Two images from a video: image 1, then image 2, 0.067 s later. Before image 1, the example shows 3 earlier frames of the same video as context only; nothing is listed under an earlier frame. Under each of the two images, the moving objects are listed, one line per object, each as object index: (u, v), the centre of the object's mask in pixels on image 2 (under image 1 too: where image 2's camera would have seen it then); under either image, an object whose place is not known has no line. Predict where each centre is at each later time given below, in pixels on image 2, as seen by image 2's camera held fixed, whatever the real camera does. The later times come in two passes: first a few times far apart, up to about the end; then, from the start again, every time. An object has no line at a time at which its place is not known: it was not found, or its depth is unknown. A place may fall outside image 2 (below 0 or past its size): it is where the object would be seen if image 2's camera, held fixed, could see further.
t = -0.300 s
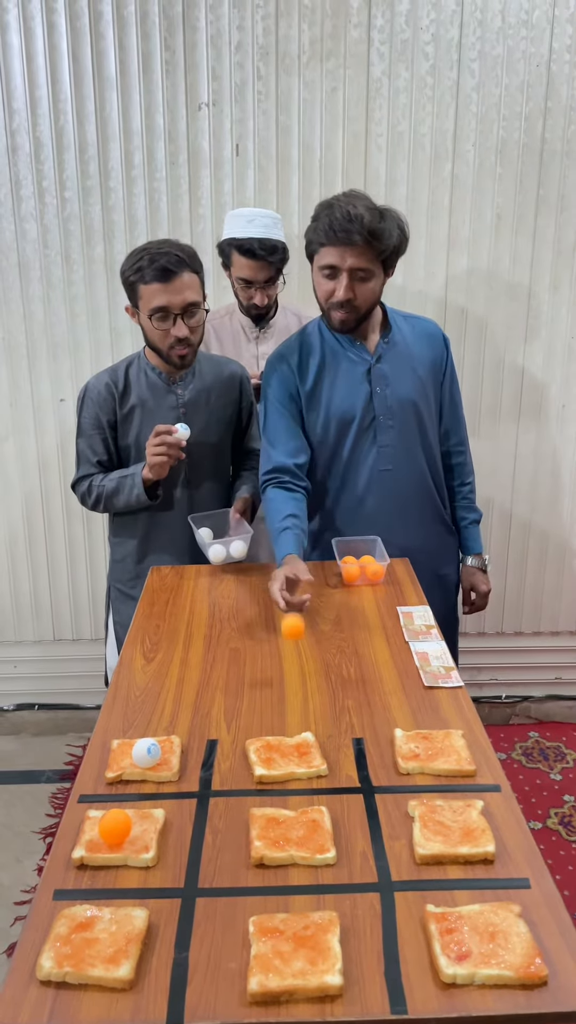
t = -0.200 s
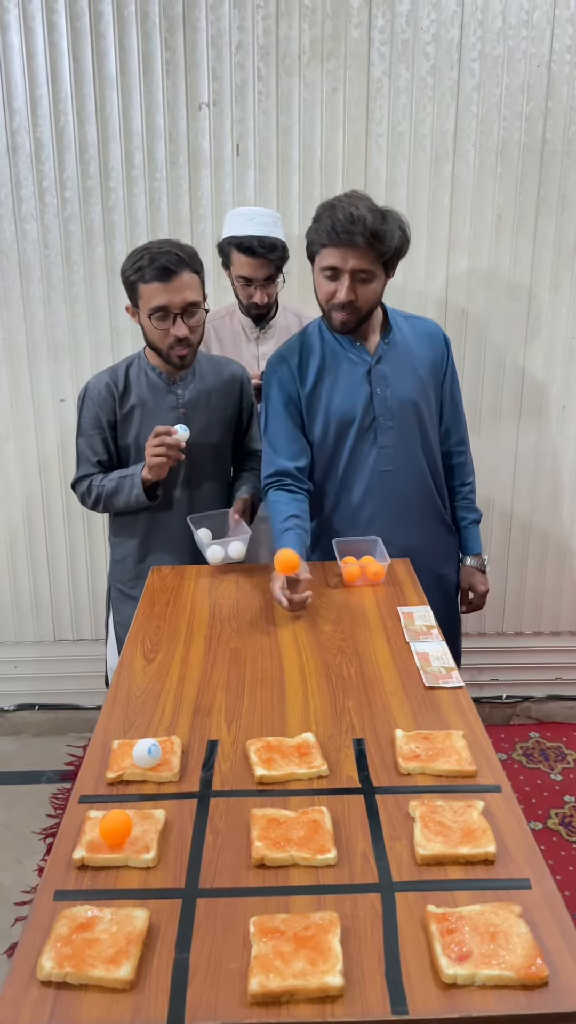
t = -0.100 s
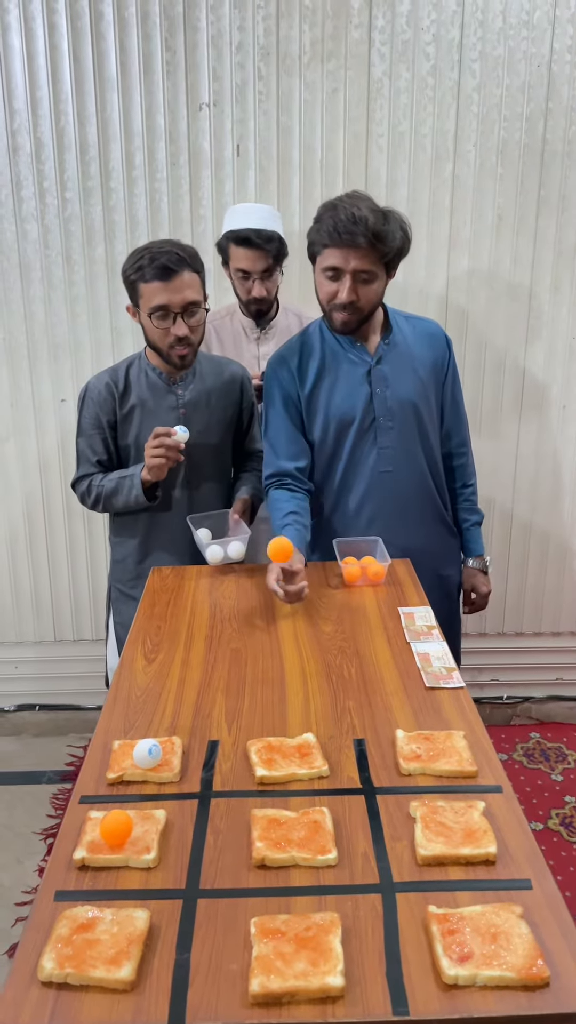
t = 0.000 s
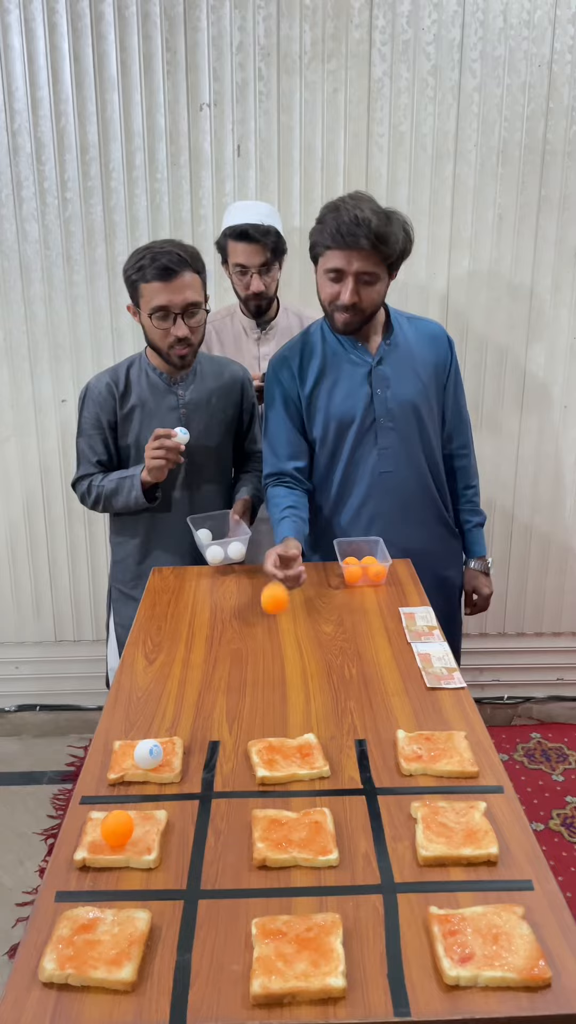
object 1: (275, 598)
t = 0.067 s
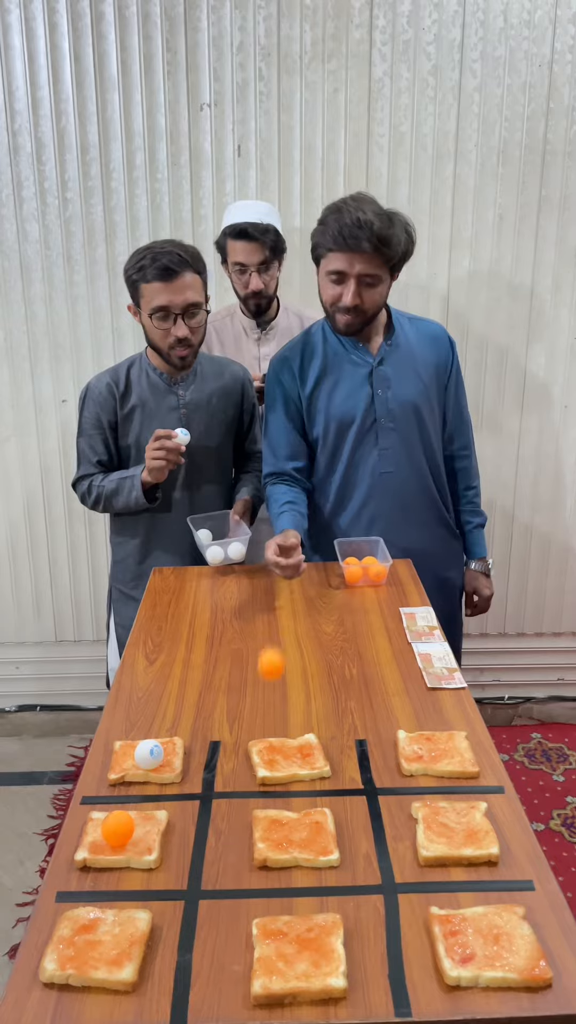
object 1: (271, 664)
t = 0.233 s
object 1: (257, 728)
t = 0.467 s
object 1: (255, 729)
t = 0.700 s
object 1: (255, 729)
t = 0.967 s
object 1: (255, 729)
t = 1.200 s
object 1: (255, 729)
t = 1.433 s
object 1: (255, 729)
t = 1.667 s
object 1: (255, 729)
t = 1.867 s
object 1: (255, 729)
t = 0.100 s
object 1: (269, 706)
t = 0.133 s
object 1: (266, 724)
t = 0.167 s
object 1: (263, 726)
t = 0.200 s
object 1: (260, 728)
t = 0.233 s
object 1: (257, 728)
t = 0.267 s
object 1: (256, 729)
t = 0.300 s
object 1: (255, 728)
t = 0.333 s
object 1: (255, 729)
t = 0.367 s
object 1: (255, 729)
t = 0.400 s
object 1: (255, 729)
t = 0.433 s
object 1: (255, 729)
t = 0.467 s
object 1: (255, 729)
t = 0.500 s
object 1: (255, 729)
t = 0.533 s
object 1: (255, 729)
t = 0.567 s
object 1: (255, 729)
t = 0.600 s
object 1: (255, 729)
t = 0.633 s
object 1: (255, 729)
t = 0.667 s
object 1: (255, 729)
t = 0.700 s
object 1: (255, 729)
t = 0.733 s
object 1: (255, 729)
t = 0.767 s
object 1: (255, 729)
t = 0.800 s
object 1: (255, 729)
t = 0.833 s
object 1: (255, 729)
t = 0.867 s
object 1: (255, 729)
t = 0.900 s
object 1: (255, 729)
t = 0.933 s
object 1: (255, 729)
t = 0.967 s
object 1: (255, 729)
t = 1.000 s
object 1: (255, 729)
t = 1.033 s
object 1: (255, 729)
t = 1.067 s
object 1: (255, 729)
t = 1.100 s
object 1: (255, 729)
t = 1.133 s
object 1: (255, 729)
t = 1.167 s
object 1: (255, 729)
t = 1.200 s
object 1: (255, 729)
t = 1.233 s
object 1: (255, 729)
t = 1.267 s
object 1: (255, 729)
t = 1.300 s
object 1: (255, 729)
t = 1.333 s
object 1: (255, 729)
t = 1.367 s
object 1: (255, 729)
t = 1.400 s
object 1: (255, 729)
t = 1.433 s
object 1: (255, 729)
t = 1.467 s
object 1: (255, 729)
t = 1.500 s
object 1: (255, 729)
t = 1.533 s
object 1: (255, 729)
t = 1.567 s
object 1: (255, 729)
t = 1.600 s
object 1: (255, 729)
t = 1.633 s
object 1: (255, 729)
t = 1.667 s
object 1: (255, 729)
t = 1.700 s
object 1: (255, 729)
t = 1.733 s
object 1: (255, 729)
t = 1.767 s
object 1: (255, 729)
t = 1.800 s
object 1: (255, 729)
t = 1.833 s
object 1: (255, 729)
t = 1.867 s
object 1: (255, 729)
